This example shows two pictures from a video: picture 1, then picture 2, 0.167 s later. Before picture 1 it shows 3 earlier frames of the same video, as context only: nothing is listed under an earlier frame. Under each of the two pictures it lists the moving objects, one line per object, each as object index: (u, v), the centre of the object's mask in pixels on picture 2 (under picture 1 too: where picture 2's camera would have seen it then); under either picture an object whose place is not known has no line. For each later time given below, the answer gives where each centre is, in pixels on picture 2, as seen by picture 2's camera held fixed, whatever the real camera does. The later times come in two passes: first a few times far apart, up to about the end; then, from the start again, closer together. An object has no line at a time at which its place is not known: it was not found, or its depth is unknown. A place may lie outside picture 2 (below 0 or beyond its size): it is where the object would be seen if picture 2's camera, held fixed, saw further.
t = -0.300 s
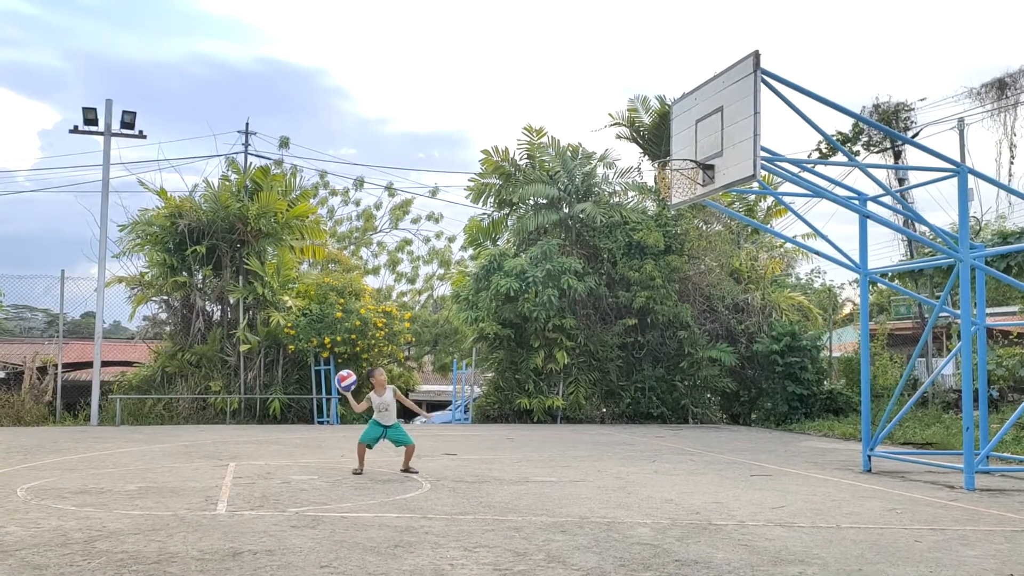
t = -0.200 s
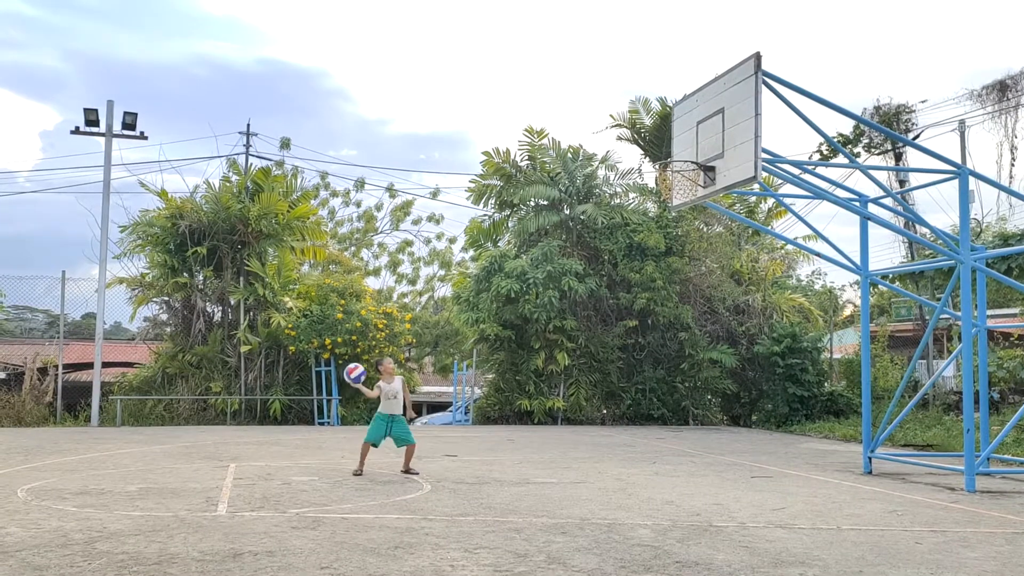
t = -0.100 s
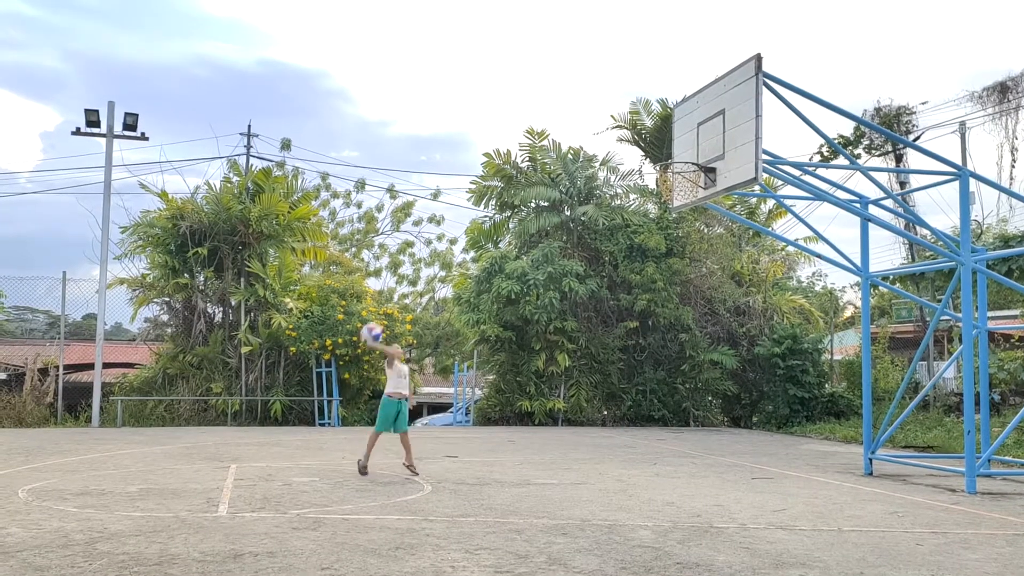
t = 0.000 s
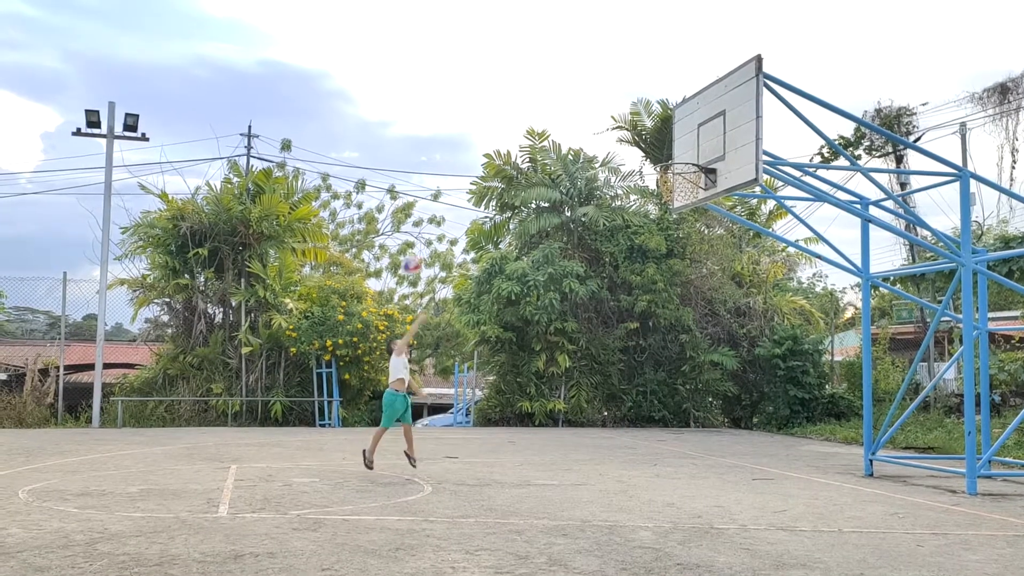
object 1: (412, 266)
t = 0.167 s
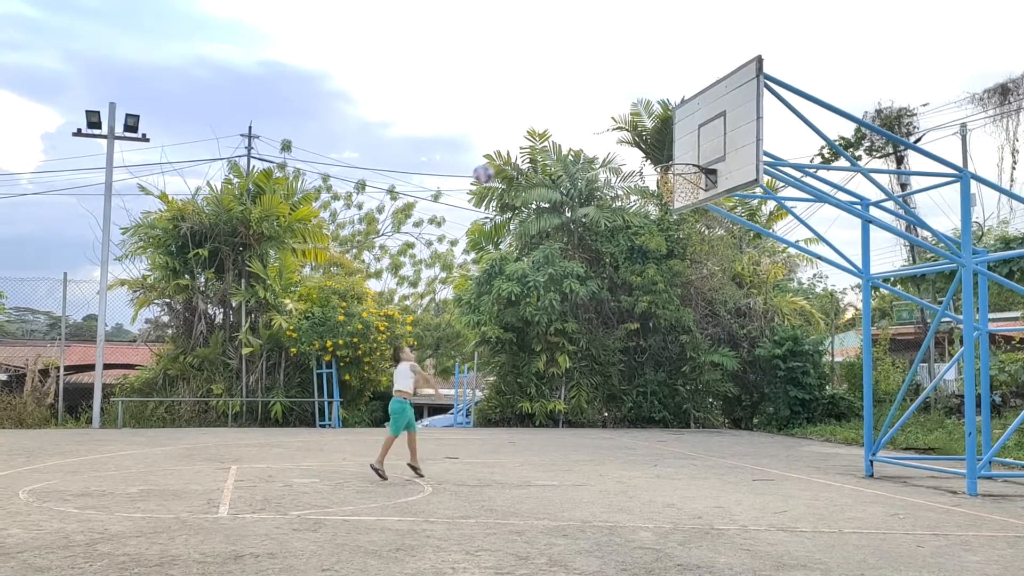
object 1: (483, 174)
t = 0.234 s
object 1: (510, 146)
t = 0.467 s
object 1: (598, 83)
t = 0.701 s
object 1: (681, 72)
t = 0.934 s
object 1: (766, 110)
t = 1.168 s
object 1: (836, 192)
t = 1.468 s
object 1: (906, 358)
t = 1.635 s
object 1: (939, 476)
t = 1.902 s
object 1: (945, 423)
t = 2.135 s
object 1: (952, 427)
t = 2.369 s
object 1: (961, 475)
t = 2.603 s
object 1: (980, 462)
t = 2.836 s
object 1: (989, 476)
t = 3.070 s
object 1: (996, 477)
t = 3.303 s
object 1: (1002, 477)
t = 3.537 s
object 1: (1006, 477)
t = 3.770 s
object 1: (1007, 477)
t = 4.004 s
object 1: (1007, 477)
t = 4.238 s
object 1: (1006, 477)
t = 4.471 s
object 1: (1007, 477)
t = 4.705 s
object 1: (1007, 477)
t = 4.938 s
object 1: (1007, 477)
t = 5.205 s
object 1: (1007, 477)
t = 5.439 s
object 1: (1007, 477)
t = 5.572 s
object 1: (1007, 478)
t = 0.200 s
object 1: (495, 161)
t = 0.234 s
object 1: (510, 146)
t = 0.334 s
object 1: (548, 112)
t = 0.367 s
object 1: (561, 103)
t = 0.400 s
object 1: (574, 95)
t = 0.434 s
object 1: (586, 89)
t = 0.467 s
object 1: (598, 83)
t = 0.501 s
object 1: (610, 79)
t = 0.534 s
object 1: (622, 75)
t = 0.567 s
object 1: (634, 73)
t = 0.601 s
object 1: (646, 71)
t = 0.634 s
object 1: (658, 70)
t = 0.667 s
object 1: (669, 71)
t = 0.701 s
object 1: (681, 72)
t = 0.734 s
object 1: (692, 75)
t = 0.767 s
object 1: (703, 78)
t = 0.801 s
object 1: (713, 79)
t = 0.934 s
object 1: (766, 110)
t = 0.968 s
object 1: (771, 120)
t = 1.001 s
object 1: (781, 131)
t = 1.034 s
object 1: (791, 142)
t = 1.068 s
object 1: (802, 154)
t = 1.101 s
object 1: (813, 168)
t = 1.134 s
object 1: (823, 180)
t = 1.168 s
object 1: (836, 192)
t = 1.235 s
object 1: (853, 229)
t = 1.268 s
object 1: (864, 247)
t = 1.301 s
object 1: (874, 265)
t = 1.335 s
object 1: (883, 284)
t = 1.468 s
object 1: (906, 358)
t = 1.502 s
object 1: (914, 380)
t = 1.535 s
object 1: (919, 402)
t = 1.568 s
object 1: (927, 425)
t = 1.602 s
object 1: (932, 449)
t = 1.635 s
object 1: (939, 476)
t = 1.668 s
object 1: (941, 469)
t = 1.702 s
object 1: (941, 457)
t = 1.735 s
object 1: (941, 450)
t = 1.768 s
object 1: (942, 443)
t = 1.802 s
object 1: (942, 436)
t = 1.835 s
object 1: (943, 431)
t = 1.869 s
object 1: (944, 426)
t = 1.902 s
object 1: (945, 423)
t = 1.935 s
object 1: (946, 421)
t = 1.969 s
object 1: (947, 419)
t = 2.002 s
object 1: (948, 419)
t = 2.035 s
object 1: (949, 419)
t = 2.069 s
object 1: (950, 421)
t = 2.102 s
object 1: (951, 424)
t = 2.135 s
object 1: (952, 427)
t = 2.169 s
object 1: (954, 432)
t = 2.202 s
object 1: (955, 439)
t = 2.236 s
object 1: (956, 445)
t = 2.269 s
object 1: (958, 454)
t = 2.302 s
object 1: (959, 461)
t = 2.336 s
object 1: (960, 473)
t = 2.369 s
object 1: (961, 475)
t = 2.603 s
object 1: (980, 462)
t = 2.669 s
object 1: (985, 477)
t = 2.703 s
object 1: (985, 477)
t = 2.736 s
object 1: (986, 474)
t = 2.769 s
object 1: (986, 474)
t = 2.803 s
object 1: (987, 472)
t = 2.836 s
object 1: (989, 476)
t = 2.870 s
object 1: (987, 477)
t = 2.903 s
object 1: (988, 476)
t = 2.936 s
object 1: (988, 476)
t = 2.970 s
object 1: (990, 477)
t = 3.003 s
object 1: (992, 477)
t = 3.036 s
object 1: (993, 477)
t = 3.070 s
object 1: (996, 477)
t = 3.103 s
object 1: (997, 477)
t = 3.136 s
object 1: (998, 477)
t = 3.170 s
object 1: (999, 477)
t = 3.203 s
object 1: (1000, 477)
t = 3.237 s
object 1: (1000, 478)
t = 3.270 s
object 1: (1001, 477)
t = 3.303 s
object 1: (1002, 477)
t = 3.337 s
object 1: (1003, 477)
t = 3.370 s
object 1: (1004, 477)
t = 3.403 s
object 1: (1004, 477)
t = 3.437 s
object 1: (1005, 477)
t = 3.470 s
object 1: (1005, 477)
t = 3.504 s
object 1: (1006, 477)
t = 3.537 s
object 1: (1006, 477)
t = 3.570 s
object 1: (1007, 477)
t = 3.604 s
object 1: (1007, 477)
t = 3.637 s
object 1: (1007, 477)
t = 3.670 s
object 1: (1007, 477)
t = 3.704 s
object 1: (1007, 477)
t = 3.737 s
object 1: (1007, 477)
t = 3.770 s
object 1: (1007, 477)
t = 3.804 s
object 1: (1007, 477)
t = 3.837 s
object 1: (1007, 477)
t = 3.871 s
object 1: (1008, 478)
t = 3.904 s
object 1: (1007, 478)
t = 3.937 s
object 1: (1007, 478)
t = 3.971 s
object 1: (1007, 478)
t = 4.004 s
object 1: (1007, 477)
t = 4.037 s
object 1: (1007, 477)
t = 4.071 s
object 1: (1007, 477)
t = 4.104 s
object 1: (1007, 477)
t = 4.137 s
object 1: (1007, 477)
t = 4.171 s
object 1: (1007, 477)
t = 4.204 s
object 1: (1007, 477)
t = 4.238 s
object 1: (1006, 477)
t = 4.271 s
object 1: (1007, 478)
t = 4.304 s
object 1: (1007, 478)
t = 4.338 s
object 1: (1007, 477)
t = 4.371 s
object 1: (1008, 477)
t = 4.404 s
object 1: (1008, 478)
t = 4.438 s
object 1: (1008, 477)
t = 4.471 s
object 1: (1007, 477)
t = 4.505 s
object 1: (1007, 477)
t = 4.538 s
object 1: (1007, 477)
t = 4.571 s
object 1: (1007, 477)
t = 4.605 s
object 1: (1007, 477)
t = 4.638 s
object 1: (1007, 477)
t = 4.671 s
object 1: (1007, 477)
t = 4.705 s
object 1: (1007, 477)
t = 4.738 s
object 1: (1007, 477)
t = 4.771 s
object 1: (1007, 477)
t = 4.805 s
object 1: (1007, 477)
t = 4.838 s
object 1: (1007, 477)
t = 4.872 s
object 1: (1007, 477)
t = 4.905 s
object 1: (1007, 477)
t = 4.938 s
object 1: (1007, 477)
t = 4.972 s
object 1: (1007, 477)
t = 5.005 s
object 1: (1007, 477)
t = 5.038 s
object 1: (1007, 477)
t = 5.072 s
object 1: (1007, 477)
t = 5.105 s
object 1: (1007, 477)
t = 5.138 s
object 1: (1007, 477)
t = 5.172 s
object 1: (1007, 477)
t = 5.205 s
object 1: (1007, 477)
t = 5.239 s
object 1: (1007, 477)
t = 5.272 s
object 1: (1007, 477)
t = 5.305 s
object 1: (1007, 477)
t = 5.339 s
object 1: (1006, 477)
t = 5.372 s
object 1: (1007, 477)
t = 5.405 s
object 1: (1007, 477)
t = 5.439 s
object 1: (1007, 477)
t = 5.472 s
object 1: (1007, 477)
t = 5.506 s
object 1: (1007, 477)
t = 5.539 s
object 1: (1007, 477)
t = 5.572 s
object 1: (1007, 478)
